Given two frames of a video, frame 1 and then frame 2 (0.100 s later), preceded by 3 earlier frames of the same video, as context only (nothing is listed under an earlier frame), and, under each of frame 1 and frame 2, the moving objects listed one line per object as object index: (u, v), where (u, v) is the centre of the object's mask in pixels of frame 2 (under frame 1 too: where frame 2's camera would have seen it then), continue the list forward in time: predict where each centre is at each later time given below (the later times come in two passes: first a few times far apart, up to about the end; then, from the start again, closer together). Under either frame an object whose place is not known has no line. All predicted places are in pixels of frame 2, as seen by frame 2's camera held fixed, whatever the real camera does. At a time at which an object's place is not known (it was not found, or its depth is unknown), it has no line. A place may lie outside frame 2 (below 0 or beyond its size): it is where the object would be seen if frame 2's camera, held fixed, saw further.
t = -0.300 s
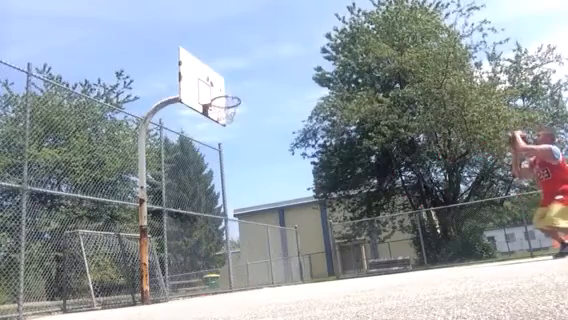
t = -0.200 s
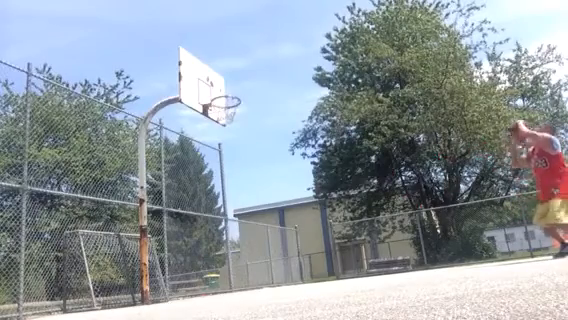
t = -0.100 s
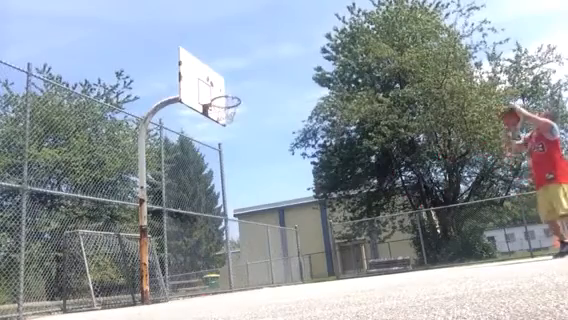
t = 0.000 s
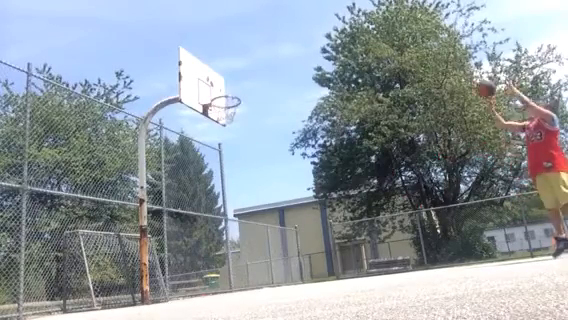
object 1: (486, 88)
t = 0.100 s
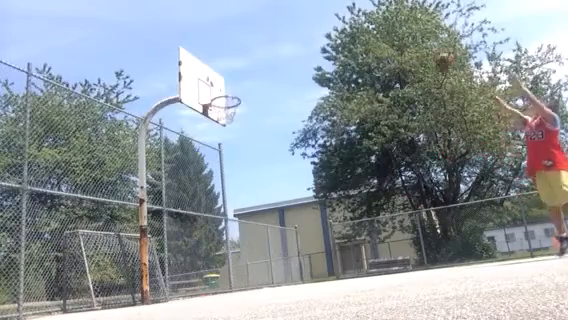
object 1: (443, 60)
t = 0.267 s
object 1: (384, 37)
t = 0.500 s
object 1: (318, 33)
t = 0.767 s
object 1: (258, 64)
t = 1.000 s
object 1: (214, 114)
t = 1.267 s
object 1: (229, 116)
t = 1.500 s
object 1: (228, 118)
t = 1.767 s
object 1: (222, 126)
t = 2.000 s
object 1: (222, 158)
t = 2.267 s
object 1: (225, 233)
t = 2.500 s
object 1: (225, 251)
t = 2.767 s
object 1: (219, 191)
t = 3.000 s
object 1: (217, 179)
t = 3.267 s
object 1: (218, 202)
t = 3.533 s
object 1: (224, 269)
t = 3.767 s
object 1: (219, 242)
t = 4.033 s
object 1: (216, 211)
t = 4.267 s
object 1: (215, 217)
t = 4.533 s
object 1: (216, 267)
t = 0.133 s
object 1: (431, 56)
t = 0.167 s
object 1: (417, 51)
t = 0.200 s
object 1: (407, 44)
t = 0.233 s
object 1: (395, 40)
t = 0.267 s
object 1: (384, 37)
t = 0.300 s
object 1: (374, 35)
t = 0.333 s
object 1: (361, 33)
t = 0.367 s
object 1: (356, 31)
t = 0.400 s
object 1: (344, 30)
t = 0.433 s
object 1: (336, 31)
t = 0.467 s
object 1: (327, 32)
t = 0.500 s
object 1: (318, 33)
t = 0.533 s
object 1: (310, 35)
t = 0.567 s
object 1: (302, 38)
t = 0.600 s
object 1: (294, 41)
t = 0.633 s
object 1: (286, 44)
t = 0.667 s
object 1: (279, 49)
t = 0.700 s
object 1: (272, 53)
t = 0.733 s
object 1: (264, 59)
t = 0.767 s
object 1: (258, 64)
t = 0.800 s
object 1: (250, 71)
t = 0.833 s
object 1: (244, 78)
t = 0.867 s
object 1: (237, 85)
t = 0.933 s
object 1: (225, 101)
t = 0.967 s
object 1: (218, 110)
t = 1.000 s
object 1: (214, 114)
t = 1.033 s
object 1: (214, 114)
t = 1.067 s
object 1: (216, 113)
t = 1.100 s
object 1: (218, 111)
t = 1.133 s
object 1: (220, 111)
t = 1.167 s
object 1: (223, 112)
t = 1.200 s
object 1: (225, 113)
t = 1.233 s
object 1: (227, 115)
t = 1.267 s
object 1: (229, 116)
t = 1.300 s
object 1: (230, 116)
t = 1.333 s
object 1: (231, 116)
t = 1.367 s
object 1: (231, 116)
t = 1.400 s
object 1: (231, 115)
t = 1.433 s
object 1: (230, 116)
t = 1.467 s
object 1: (229, 116)
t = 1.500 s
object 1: (228, 118)
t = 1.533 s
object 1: (227, 119)
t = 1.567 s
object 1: (225, 120)
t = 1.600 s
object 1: (224, 121)
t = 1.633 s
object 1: (223, 122)
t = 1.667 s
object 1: (223, 122)
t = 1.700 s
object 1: (222, 123)
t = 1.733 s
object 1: (222, 124)
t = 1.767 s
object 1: (222, 126)
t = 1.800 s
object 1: (222, 129)
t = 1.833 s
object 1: (222, 132)
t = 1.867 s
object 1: (221, 135)
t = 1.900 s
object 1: (221, 141)
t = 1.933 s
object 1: (222, 145)
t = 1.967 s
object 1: (222, 151)
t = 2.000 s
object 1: (222, 158)
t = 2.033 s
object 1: (222, 166)
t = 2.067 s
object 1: (222, 173)
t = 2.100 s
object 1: (222, 182)
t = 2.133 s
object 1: (223, 190)
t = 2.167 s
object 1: (222, 199)
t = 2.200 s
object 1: (223, 210)
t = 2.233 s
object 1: (223, 222)
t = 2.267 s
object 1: (225, 233)
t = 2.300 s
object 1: (224, 246)
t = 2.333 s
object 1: (224, 260)
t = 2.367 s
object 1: (227, 273)
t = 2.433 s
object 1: (226, 278)
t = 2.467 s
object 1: (226, 264)
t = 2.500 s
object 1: (225, 251)
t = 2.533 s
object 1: (223, 243)
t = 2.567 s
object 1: (223, 233)
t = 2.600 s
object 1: (222, 223)
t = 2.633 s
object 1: (221, 215)
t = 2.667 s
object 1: (221, 208)
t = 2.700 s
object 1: (220, 202)
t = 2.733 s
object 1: (219, 198)
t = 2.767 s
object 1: (219, 191)
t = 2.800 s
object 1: (219, 188)
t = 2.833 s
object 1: (218, 184)
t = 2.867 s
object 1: (218, 182)
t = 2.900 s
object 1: (217, 181)
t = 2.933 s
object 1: (217, 180)
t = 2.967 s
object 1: (217, 180)
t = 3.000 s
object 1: (217, 179)
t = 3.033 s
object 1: (217, 179)
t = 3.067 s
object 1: (217, 180)
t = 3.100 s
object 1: (217, 182)
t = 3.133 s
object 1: (216, 185)
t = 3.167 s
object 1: (216, 188)
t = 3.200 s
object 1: (216, 192)
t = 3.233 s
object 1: (217, 198)
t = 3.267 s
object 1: (218, 202)
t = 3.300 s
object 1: (219, 209)
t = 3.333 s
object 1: (218, 214)
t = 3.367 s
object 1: (217, 222)
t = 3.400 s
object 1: (220, 230)
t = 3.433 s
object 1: (223, 236)
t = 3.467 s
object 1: (219, 248)
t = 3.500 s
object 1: (219, 259)
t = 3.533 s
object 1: (224, 269)
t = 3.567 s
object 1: (224, 280)
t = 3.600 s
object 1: (223, 288)
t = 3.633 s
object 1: (223, 278)
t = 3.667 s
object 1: (222, 267)
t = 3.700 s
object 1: (219, 260)
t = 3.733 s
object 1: (218, 249)
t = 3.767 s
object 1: (219, 242)
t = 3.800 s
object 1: (219, 236)
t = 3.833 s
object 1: (218, 230)
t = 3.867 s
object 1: (219, 224)
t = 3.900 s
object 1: (218, 223)
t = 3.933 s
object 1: (216, 215)
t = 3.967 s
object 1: (215, 213)
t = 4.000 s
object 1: (216, 212)
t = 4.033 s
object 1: (216, 211)
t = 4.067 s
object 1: (216, 211)
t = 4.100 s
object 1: (216, 211)
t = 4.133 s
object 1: (216, 211)
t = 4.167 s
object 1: (215, 211)
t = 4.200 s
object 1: (216, 212)
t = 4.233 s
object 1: (215, 215)
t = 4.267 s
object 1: (215, 217)
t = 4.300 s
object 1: (215, 221)
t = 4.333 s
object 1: (216, 226)
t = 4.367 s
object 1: (215, 231)
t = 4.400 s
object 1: (215, 237)
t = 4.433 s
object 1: (216, 244)
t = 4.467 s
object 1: (216, 250)
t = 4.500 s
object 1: (216, 260)
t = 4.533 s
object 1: (216, 267)
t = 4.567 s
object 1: (216, 277)
